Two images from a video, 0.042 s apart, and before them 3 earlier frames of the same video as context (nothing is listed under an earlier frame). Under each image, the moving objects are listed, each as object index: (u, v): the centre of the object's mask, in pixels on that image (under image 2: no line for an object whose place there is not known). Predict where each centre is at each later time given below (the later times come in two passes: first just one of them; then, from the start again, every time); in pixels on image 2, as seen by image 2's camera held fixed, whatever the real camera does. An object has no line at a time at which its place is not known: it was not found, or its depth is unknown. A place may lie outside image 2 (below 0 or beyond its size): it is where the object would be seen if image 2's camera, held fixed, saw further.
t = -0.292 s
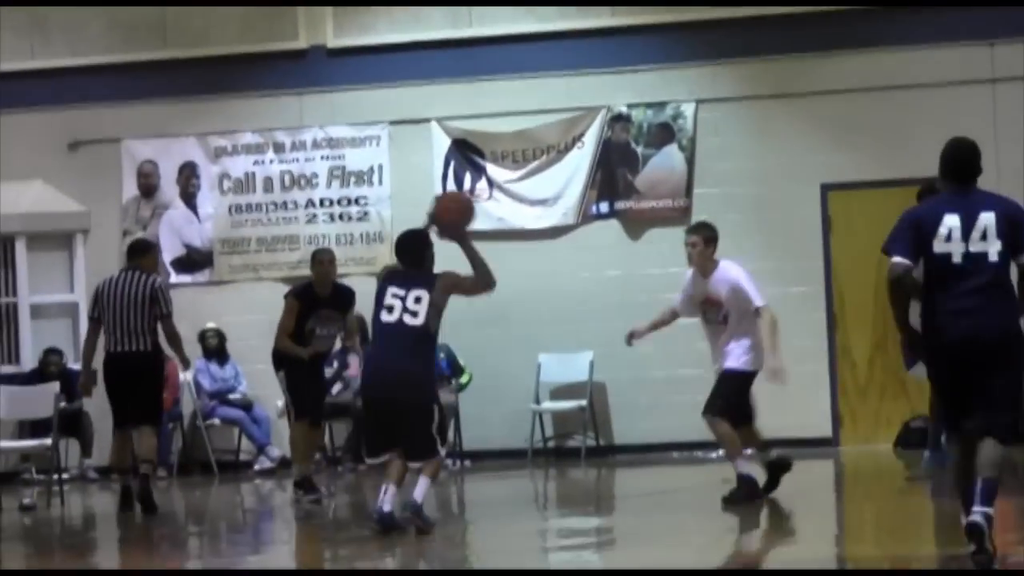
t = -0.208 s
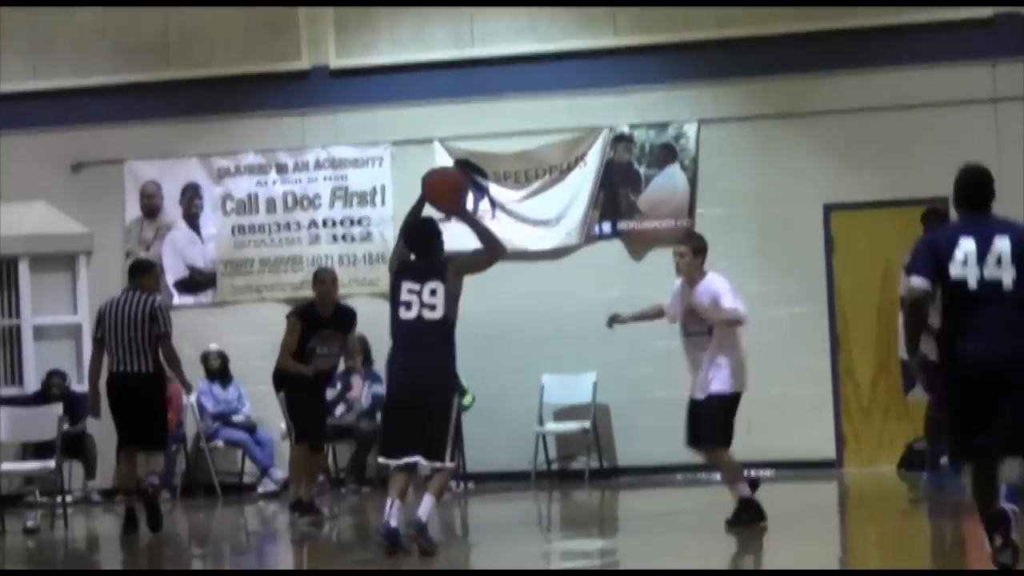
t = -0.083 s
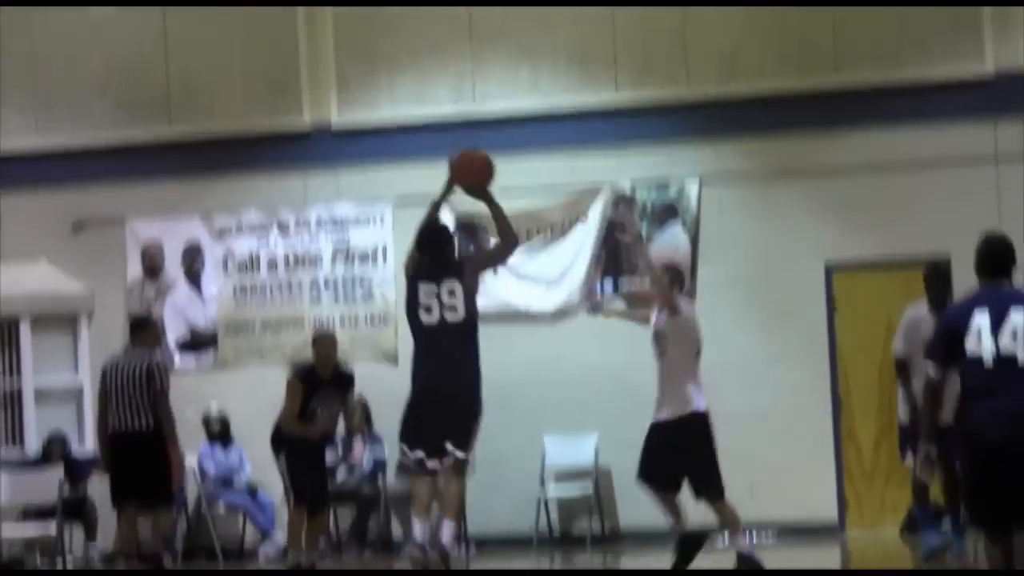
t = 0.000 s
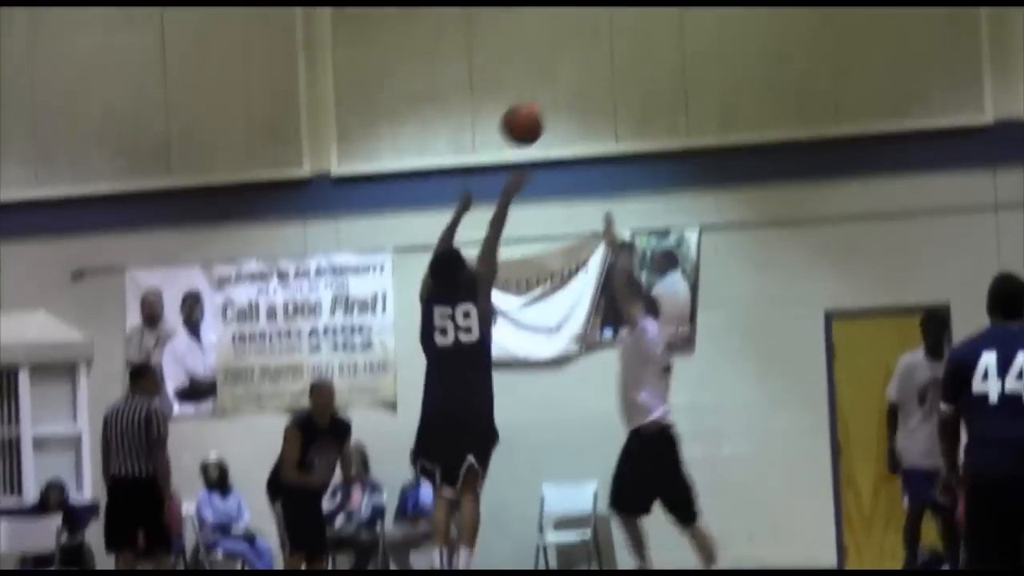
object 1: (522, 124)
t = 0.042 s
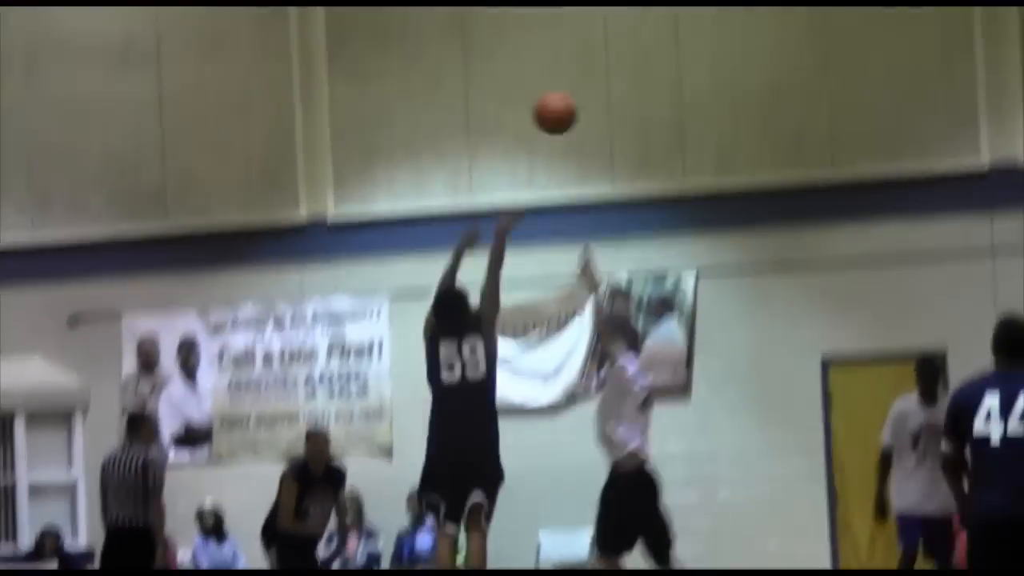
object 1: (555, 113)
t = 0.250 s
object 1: (701, -59)
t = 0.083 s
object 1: (580, 81)
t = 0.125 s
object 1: (616, 34)
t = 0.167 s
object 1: (639, 5)
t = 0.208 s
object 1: (675, -33)
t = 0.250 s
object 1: (701, -59)
